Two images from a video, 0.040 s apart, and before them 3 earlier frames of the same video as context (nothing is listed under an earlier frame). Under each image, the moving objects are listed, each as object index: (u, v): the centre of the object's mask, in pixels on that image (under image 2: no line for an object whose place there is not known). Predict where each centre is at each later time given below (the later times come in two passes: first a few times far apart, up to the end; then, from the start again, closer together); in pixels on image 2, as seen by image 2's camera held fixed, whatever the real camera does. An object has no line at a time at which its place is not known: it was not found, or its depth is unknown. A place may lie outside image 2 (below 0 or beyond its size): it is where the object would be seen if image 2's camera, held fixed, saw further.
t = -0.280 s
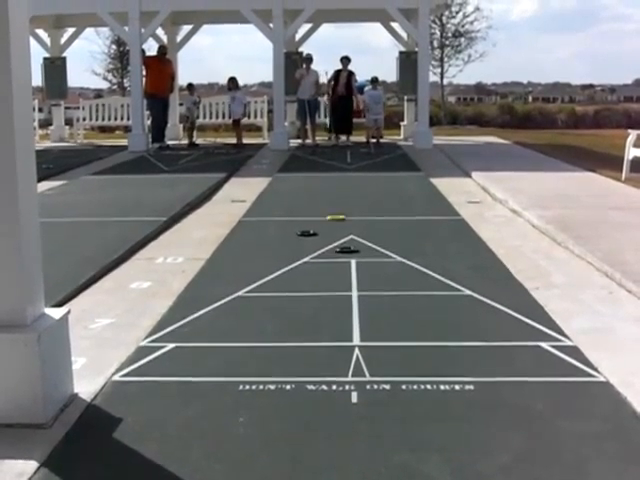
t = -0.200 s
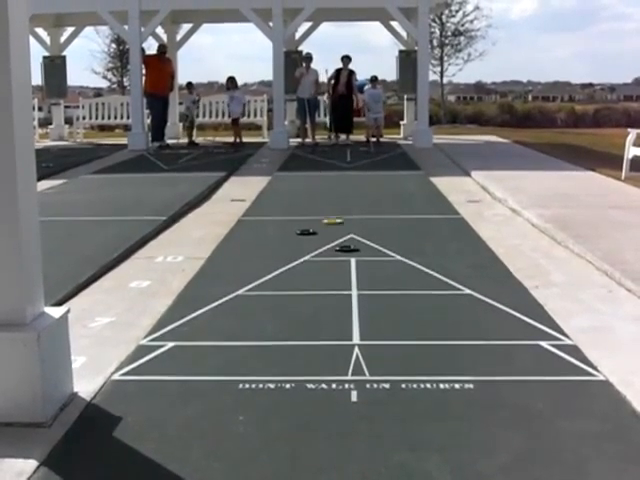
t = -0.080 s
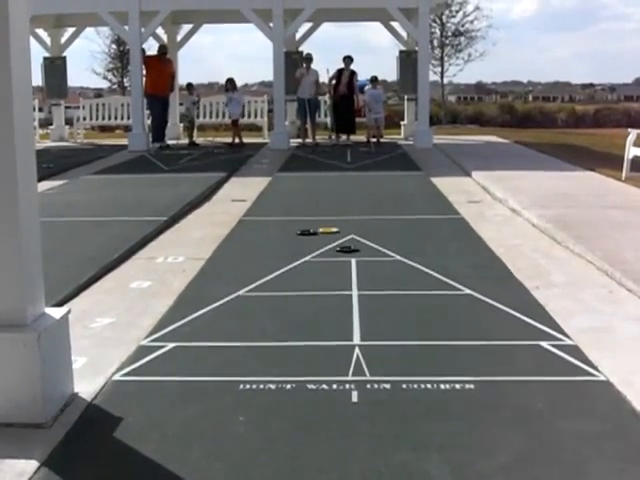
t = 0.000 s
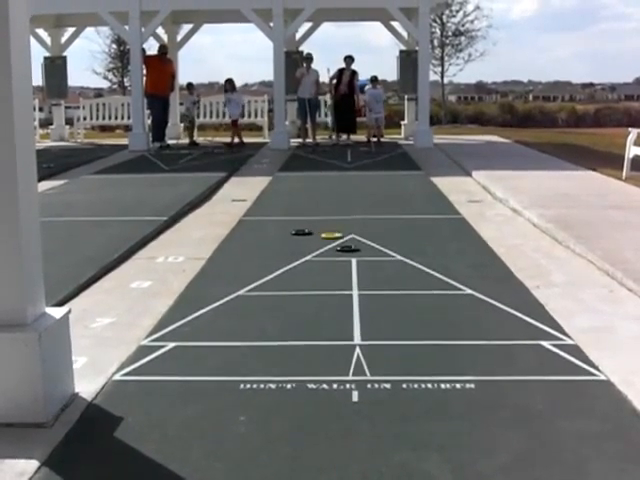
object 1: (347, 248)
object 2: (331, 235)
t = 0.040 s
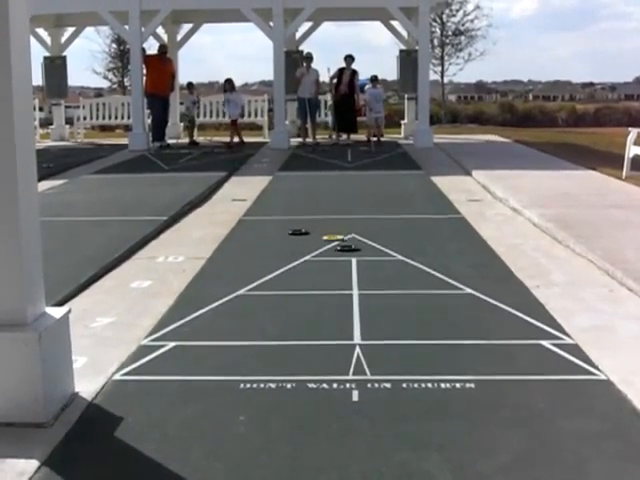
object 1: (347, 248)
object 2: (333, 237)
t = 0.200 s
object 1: (357, 252)
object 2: (334, 244)
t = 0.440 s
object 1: (389, 269)
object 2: (322, 247)
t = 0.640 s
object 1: (416, 284)
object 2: (319, 248)
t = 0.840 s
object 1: (443, 298)
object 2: (318, 248)
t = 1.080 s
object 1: (474, 316)
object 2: (318, 248)
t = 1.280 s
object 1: (497, 330)
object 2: (318, 248)
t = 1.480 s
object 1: (517, 342)
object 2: (317, 247)
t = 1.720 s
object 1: (534, 352)
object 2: (318, 248)
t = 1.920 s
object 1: (543, 358)
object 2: (318, 248)
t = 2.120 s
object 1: (546, 359)
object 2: (318, 248)
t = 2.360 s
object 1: (547, 360)
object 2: (318, 248)
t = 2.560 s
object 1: (547, 360)
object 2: (318, 248)
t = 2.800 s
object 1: (547, 360)
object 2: (318, 247)
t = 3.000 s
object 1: (547, 360)
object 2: (318, 248)
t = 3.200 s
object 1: (548, 360)
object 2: (318, 247)
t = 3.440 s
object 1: (548, 360)
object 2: (318, 248)
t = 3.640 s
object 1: (548, 360)
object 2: (318, 248)
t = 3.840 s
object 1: (547, 361)
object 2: (318, 248)
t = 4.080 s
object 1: (548, 361)
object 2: (319, 248)
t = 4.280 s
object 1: (547, 360)
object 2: (318, 247)
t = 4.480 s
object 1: (547, 360)
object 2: (318, 247)
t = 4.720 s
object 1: (548, 360)
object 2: (318, 247)
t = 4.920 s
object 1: (548, 361)
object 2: (319, 248)
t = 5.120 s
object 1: (547, 360)
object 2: (319, 248)
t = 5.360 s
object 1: (548, 360)
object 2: (318, 247)
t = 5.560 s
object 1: (548, 360)
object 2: (318, 248)
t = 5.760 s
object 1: (547, 360)
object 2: (318, 248)
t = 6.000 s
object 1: (547, 360)
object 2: (318, 248)
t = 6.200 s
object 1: (547, 360)
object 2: (318, 247)
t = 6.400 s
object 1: (548, 361)
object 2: (319, 248)
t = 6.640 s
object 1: (548, 361)
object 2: (319, 248)
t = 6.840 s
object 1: (547, 360)
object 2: (319, 248)
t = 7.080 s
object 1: (548, 361)
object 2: (319, 248)
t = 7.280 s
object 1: (547, 360)
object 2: (318, 248)
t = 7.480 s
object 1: (548, 361)
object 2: (319, 248)
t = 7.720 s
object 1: (547, 360)
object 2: (319, 248)
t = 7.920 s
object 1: (547, 360)
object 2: (318, 248)
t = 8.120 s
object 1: (547, 360)
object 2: (318, 248)
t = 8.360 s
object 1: (547, 360)
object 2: (318, 248)
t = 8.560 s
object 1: (547, 360)
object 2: (318, 248)
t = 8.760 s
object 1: (547, 360)
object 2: (318, 248)
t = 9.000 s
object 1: (548, 361)
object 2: (317, 247)
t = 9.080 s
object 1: (548, 361)
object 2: (317, 247)
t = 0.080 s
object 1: (347, 248)
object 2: (335, 241)
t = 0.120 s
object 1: (347, 249)
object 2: (338, 243)
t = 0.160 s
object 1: (352, 250)
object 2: (336, 244)
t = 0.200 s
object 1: (357, 252)
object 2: (334, 244)
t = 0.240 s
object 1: (362, 255)
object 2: (331, 245)
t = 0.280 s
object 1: (368, 258)
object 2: (329, 245)
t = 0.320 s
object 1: (373, 260)
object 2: (327, 246)
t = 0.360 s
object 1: (378, 263)
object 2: (325, 246)
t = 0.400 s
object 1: (384, 266)
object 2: (324, 246)
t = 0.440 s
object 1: (389, 269)
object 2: (322, 247)
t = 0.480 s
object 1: (395, 272)
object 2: (321, 247)
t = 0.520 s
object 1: (400, 275)
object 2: (320, 247)
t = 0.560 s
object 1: (406, 278)
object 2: (320, 248)
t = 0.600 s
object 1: (411, 281)
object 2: (319, 248)
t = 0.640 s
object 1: (416, 284)
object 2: (319, 248)
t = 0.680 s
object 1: (422, 287)
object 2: (318, 248)
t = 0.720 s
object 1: (427, 290)
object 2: (318, 248)
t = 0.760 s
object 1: (433, 293)
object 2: (318, 248)
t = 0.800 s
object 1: (438, 295)
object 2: (318, 248)
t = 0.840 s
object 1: (443, 298)
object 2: (318, 248)
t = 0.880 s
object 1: (448, 302)
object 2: (318, 247)
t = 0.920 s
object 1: (453, 305)
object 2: (318, 248)
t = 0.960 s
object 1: (459, 307)
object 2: (318, 248)
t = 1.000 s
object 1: (464, 310)
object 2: (318, 248)
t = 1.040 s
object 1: (469, 314)
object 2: (318, 248)
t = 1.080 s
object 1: (474, 316)
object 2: (318, 248)
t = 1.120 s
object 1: (479, 319)
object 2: (318, 248)
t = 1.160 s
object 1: (483, 322)
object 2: (318, 248)
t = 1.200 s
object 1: (488, 325)
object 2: (318, 248)
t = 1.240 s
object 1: (493, 327)
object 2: (318, 248)
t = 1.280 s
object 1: (497, 330)
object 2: (318, 248)
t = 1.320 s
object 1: (501, 333)
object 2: (318, 248)
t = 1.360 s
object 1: (505, 335)
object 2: (318, 248)
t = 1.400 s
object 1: (510, 338)
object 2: (318, 248)
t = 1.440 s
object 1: (513, 340)
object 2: (318, 247)
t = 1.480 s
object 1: (517, 342)
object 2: (317, 247)
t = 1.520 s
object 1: (519, 344)
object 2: (318, 248)
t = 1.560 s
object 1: (524, 346)
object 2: (318, 248)
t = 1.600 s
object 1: (526, 347)
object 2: (318, 247)
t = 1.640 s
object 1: (530, 350)
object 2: (318, 247)
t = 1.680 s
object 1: (532, 351)
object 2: (318, 248)
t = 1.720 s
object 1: (534, 352)
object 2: (318, 248)
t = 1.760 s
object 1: (536, 353)
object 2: (318, 248)
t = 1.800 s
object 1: (538, 354)
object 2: (318, 248)
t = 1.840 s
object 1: (539, 355)
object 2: (318, 248)
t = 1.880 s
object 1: (542, 357)
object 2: (318, 248)
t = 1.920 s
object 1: (543, 358)
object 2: (318, 248)
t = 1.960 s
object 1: (544, 358)
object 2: (318, 248)
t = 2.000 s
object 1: (545, 359)
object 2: (318, 248)
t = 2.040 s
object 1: (546, 359)
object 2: (318, 248)
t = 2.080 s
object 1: (546, 359)
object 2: (318, 247)
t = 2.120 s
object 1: (546, 359)
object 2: (318, 248)
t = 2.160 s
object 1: (547, 360)
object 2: (318, 247)
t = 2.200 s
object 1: (547, 360)
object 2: (318, 247)
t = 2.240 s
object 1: (547, 360)
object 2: (318, 248)
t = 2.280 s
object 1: (547, 360)
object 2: (318, 247)
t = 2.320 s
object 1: (547, 360)
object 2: (318, 247)
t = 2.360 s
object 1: (547, 360)
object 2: (318, 248)
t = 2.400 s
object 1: (547, 360)
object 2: (318, 247)
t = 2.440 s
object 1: (547, 360)
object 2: (318, 248)
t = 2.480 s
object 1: (547, 360)
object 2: (318, 248)
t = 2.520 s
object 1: (547, 360)
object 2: (318, 248)
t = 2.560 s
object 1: (547, 360)
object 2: (318, 248)
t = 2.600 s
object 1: (547, 360)
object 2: (318, 248)
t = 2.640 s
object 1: (547, 360)
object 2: (318, 247)
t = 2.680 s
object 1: (547, 360)
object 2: (318, 247)
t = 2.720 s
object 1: (547, 360)
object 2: (318, 247)
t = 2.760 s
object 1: (547, 360)
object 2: (318, 248)
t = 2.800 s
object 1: (547, 360)
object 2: (318, 247)
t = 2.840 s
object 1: (547, 360)
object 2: (318, 248)
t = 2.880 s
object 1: (547, 360)
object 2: (317, 248)
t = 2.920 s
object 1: (547, 360)
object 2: (318, 247)
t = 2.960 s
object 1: (546, 360)
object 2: (318, 247)
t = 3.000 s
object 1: (547, 360)
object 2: (318, 248)
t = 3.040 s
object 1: (547, 360)
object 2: (317, 248)
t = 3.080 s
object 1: (548, 360)
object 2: (318, 248)
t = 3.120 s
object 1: (548, 360)
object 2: (317, 248)
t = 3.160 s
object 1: (548, 360)
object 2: (317, 248)
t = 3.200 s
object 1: (548, 360)
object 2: (318, 247)
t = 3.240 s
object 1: (548, 361)
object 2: (318, 248)
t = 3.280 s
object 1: (548, 361)
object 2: (318, 248)
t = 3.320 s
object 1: (548, 361)
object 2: (317, 248)
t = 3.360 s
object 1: (548, 361)
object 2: (318, 248)
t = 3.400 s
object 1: (548, 361)
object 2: (318, 248)
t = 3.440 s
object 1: (548, 360)
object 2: (318, 248)
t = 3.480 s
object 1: (548, 360)
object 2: (318, 248)
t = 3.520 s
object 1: (548, 360)
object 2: (318, 248)
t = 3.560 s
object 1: (548, 361)
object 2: (317, 248)
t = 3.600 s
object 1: (548, 360)
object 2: (318, 247)
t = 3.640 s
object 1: (548, 360)
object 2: (318, 248)
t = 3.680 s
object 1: (548, 360)
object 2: (318, 247)
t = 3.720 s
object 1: (548, 360)
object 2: (318, 248)
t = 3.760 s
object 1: (548, 360)
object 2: (318, 247)
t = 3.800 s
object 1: (548, 360)
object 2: (317, 248)
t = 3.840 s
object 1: (547, 361)
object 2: (318, 248)
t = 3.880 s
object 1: (547, 361)
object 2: (318, 248)
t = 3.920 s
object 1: (547, 361)
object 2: (318, 248)
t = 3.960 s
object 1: (547, 361)
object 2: (318, 248)
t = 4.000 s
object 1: (547, 360)
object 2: (318, 248)
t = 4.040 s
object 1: (548, 361)
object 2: (318, 248)
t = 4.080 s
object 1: (548, 361)
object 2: (319, 248)
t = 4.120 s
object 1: (548, 360)
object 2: (319, 248)
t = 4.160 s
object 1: (548, 360)
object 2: (319, 248)
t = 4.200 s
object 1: (547, 360)
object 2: (318, 248)
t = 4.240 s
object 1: (548, 361)
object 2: (318, 248)
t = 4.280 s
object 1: (547, 360)
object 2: (318, 247)
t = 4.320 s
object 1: (548, 361)
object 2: (318, 248)
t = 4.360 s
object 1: (547, 361)
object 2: (318, 248)
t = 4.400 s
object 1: (547, 360)
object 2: (318, 247)
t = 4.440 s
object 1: (547, 360)
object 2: (318, 248)
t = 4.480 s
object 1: (547, 360)
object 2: (318, 247)
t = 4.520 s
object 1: (547, 360)
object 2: (318, 248)
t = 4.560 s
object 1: (548, 360)
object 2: (318, 248)
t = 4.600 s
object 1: (548, 360)
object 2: (318, 248)
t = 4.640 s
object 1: (548, 360)
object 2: (318, 248)
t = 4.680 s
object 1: (548, 360)
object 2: (318, 248)
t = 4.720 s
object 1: (548, 360)
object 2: (318, 247)
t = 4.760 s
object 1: (548, 360)
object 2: (318, 248)
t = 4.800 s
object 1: (548, 360)
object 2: (318, 248)
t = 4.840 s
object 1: (548, 361)
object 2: (319, 247)
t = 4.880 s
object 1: (548, 360)
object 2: (318, 248)
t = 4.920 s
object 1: (548, 361)
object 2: (319, 248)
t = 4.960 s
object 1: (547, 360)
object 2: (319, 247)
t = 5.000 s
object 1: (548, 360)
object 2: (318, 248)
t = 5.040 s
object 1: (547, 360)
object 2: (318, 248)
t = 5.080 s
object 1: (547, 361)
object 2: (318, 248)
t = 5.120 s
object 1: (547, 360)
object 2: (319, 248)
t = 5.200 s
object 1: (548, 360)
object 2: (318, 247)
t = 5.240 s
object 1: (548, 360)
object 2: (318, 247)
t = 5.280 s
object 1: (548, 360)
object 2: (318, 248)
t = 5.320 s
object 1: (548, 360)
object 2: (318, 248)
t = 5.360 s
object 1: (548, 360)
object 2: (318, 247)
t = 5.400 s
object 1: (548, 360)
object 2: (318, 247)
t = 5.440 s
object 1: (548, 360)
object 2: (318, 248)
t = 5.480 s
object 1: (548, 360)
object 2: (318, 247)
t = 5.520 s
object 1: (548, 360)
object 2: (318, 248)
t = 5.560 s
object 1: (548, 360)
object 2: (318, 248)
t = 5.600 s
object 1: (548, 360)
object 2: (318, 248)
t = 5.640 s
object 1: (548, 360)
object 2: (318, 248)
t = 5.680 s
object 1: (547, 360)
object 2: (318, 248)
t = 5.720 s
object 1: (548, 360)
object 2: (318, 248)
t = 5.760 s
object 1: (547, 360)
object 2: (318, 248)
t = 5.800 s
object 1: (547, 360)
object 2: (318, 247)
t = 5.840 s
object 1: (547, 361)
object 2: (318, 248)
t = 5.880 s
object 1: (547, 360)
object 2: (318, 248)
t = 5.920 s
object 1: (547, 360)
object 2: (318, 248)
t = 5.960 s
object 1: (547, 360)
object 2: (318, 248)
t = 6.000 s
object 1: (547, 360)
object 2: (318, 248)
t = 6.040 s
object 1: (547, 360)
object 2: (318, 248)
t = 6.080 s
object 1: (547, 361)
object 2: (318, 247)
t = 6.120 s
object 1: (547, 361)
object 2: (318, 248)
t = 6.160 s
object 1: (547, 360)
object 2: (318, 248)
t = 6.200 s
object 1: (547, 360)
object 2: (318, 247)
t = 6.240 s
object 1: (547, 360)
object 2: (318, 248)
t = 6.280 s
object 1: (547, 361)
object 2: (319, 248)
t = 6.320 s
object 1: (547, 360)
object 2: (318, 248)
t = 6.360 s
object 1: (547, 361)
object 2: (318, 248)
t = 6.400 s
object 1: (548, 361)
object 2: (319, 248)
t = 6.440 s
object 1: (547, 360)
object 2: (318, 248)
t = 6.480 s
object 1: (548, 360)
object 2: (318, 248)
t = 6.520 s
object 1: (547, 360)
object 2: (318, 248)
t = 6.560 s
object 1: (547, 360)
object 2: (319, 248)
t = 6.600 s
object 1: (547, 360)
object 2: (319, 248)
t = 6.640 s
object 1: (548, 361)
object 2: (319, 248)
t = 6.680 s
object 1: (547, 361)
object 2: (318, 248)
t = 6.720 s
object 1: (547, 360)
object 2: (318, 248)
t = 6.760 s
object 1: (547, 360)
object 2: (318, 248)
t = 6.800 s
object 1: (547, 361)
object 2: (319, 248)
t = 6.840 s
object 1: (547, 360)
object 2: (319, 248)
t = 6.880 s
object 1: (547, 360)
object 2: (318, 248)
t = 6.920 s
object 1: (547, 360)
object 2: (319, 248)
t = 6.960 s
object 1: (547, 360)
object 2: (319, 248)
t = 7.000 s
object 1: (547, 360)
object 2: (319, 247)
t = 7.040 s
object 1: (547, 361)
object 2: (318, 248)
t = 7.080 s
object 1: (548, 361)
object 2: (319, 248)
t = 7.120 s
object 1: (548, 361)
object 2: (319, 248)
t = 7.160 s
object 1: (547, 361)
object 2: (319, 248)
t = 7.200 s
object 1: (547, 361)
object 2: (319, 248)
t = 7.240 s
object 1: (547, 360)
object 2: (319, 248)
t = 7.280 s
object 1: (547, 360)
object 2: (318, 248)
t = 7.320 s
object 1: (547, 360)
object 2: (319, 248)
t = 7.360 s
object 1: (547, 360)
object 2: (318, 248)
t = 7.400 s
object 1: (547, 361)
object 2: (319, 248)
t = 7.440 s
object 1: (547, 361)
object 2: (319, 248)
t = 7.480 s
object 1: (548, 361)
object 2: (319, 248)
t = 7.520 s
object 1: (547, 360)
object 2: (318, 248)
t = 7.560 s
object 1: (547, 360)
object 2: (318, 248)
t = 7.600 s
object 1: (547, 360)
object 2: (318, 248)
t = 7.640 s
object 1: (547, 360)
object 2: (318, 248)
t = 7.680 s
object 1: (547, 360)
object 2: (319, 248)
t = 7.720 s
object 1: (547, 360)
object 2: (319, 248)
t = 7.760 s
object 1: (547, 360)
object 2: (318, 248)
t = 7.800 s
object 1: (547, 360)
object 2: (318, 248)
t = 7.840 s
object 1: (547, 360)
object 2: (318, 248)
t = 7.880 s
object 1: (547, 361)
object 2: (318, 248)
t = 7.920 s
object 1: (547, 360)
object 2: (318, 248)
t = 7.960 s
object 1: (548, 361)
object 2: (319, 248)
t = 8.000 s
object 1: (548, 360)
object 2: (318, 248)
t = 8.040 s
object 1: (547, 360)
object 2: (318, 248)
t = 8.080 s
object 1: (547, 360)
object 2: (318, 248)
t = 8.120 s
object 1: (547, 360)
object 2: (318, 248)
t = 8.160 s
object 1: (547, 360)
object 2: (318, 248)
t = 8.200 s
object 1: (547, 360)
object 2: (318, 248)
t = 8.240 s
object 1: (548, 361)
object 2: (318, 248)
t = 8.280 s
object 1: (547, 360)
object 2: (318, 248)
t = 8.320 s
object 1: (547, 360)
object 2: (318, 248)
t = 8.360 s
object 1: (547, 360)
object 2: (318, 248)
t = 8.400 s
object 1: (548, 360)
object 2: (318, 248)
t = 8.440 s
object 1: (548, 360)
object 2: (318, 248)
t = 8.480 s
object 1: (547, 360)
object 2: (318, 248)
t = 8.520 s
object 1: (548, 360)
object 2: (318, 248)
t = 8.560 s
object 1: (547, 360)
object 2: (318, 248)
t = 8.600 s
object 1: (547, 360)
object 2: (318, 248)
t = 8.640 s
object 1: (547, 360)
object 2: (318, 248)
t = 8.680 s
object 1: (547, 360)
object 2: (318, 248)
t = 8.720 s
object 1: (547, 360)
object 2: (318, 248)
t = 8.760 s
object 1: (547, 360)
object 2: (318, 248)
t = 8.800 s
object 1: (547, 360)
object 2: (318, 248)
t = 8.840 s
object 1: (547, 361)
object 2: (318, 248)
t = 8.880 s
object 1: (547, 360)
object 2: (318, 248)
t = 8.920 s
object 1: (548, 361)
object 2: (318, 248)
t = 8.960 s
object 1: (547, 360)
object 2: (317, 248)
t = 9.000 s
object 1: (548, 361)
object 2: (317, 247)
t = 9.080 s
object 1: (548, 361)
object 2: (317, 247)
